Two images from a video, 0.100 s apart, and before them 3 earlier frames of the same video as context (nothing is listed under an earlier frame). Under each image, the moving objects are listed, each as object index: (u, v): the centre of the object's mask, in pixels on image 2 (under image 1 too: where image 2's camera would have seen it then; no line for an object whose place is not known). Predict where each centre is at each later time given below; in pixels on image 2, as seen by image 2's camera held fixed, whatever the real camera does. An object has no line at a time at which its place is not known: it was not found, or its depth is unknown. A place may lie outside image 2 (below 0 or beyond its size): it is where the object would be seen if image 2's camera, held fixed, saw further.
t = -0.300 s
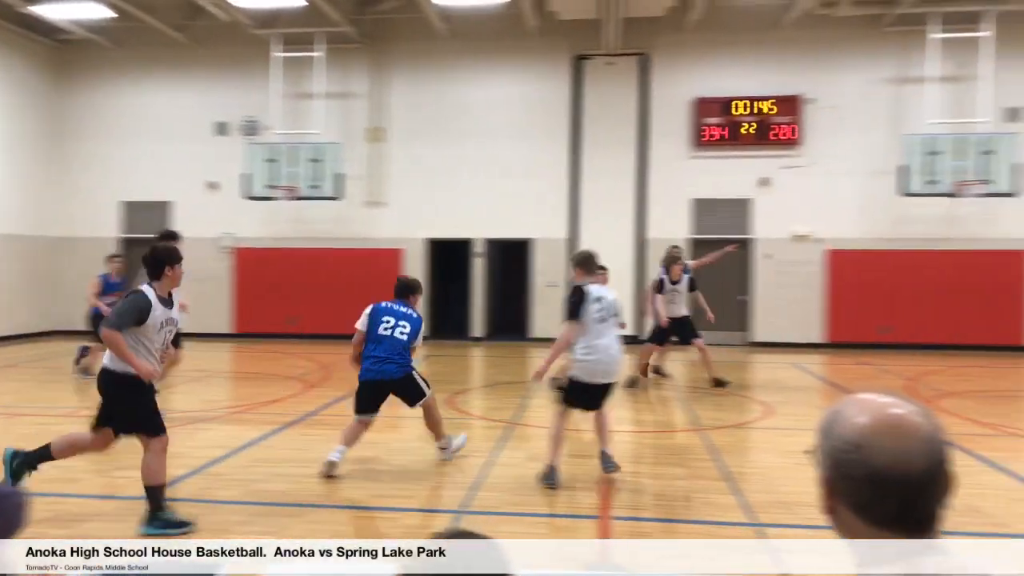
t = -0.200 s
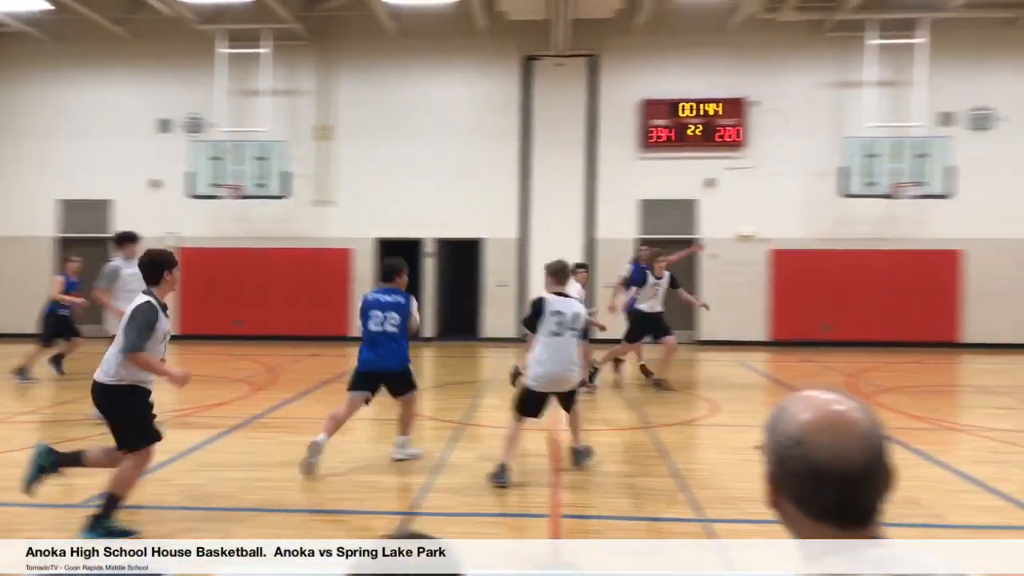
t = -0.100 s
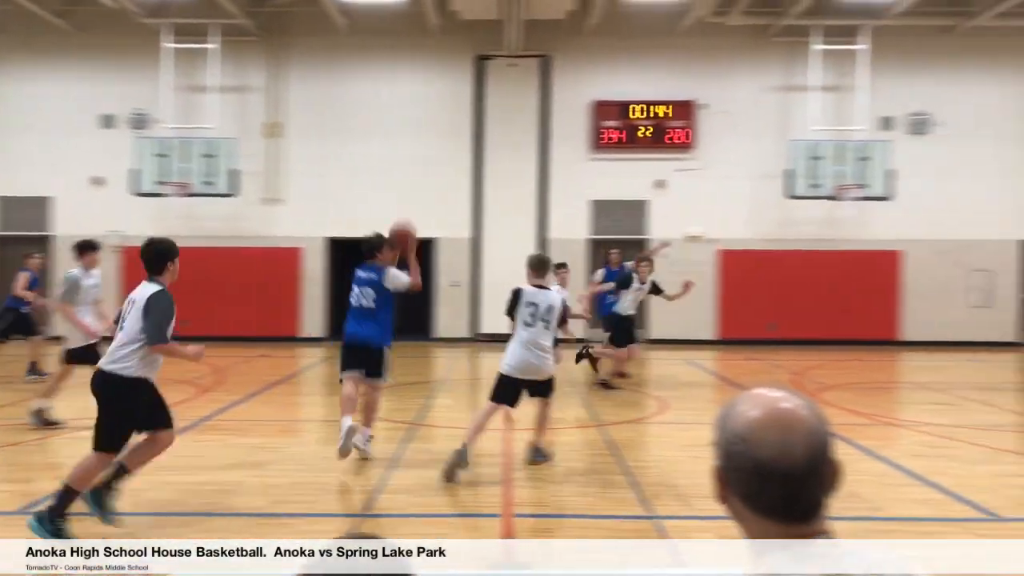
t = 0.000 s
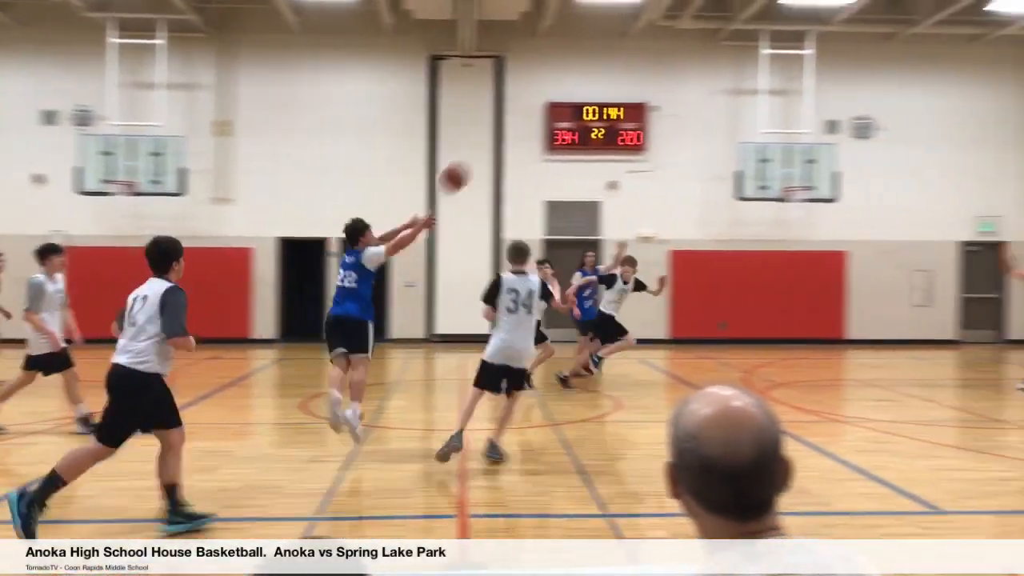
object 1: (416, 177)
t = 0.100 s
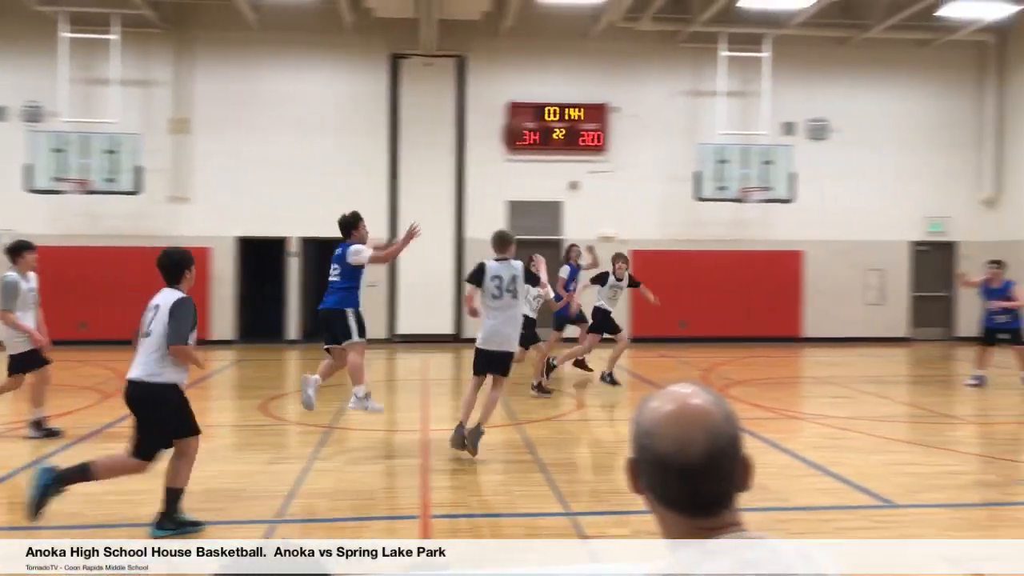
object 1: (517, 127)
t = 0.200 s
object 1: (614, 99)
